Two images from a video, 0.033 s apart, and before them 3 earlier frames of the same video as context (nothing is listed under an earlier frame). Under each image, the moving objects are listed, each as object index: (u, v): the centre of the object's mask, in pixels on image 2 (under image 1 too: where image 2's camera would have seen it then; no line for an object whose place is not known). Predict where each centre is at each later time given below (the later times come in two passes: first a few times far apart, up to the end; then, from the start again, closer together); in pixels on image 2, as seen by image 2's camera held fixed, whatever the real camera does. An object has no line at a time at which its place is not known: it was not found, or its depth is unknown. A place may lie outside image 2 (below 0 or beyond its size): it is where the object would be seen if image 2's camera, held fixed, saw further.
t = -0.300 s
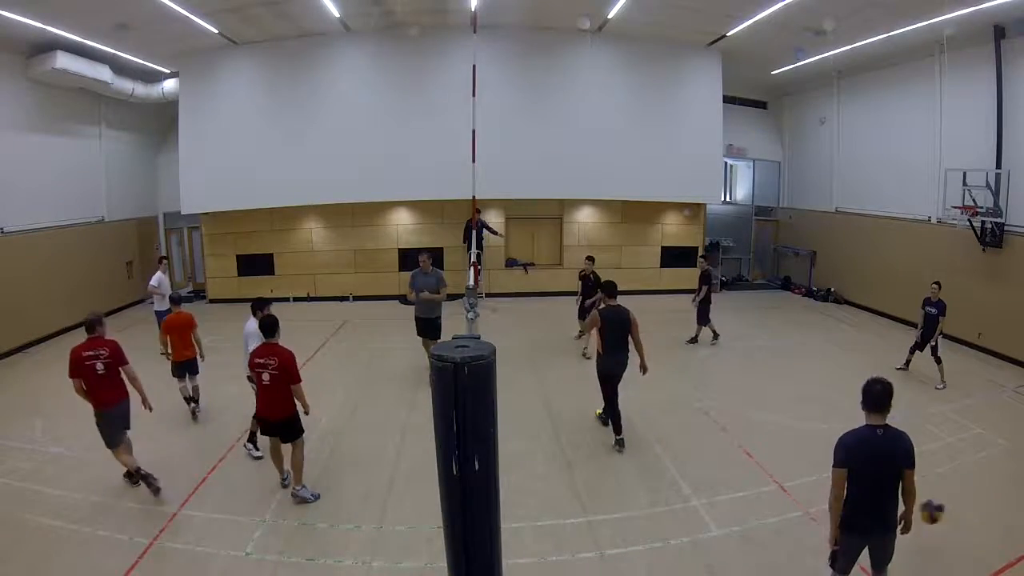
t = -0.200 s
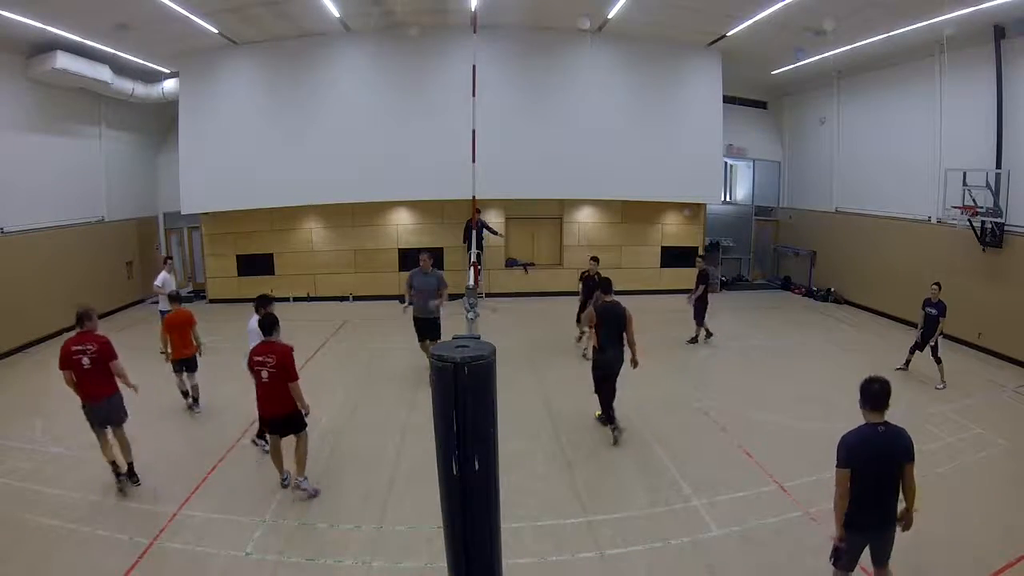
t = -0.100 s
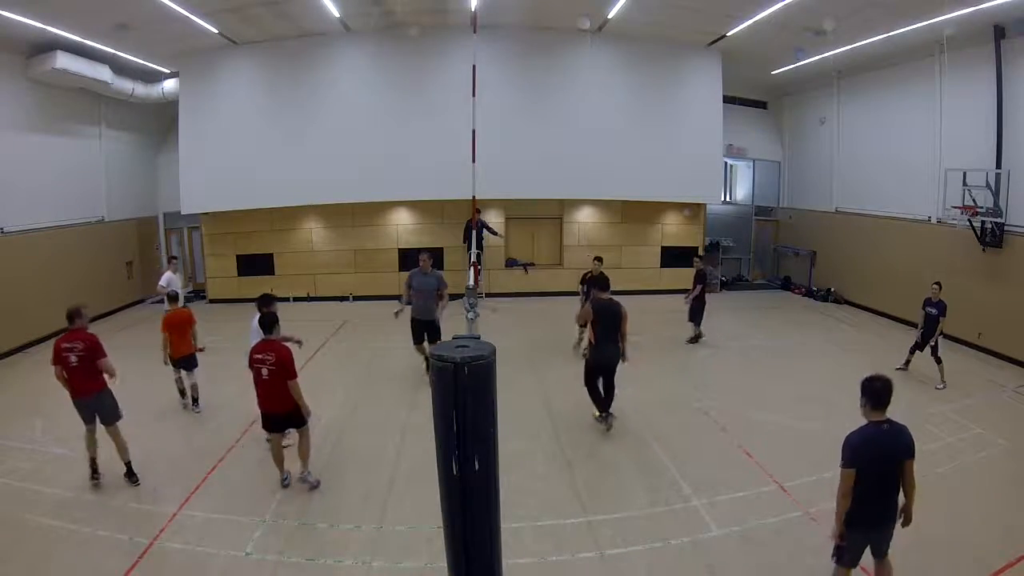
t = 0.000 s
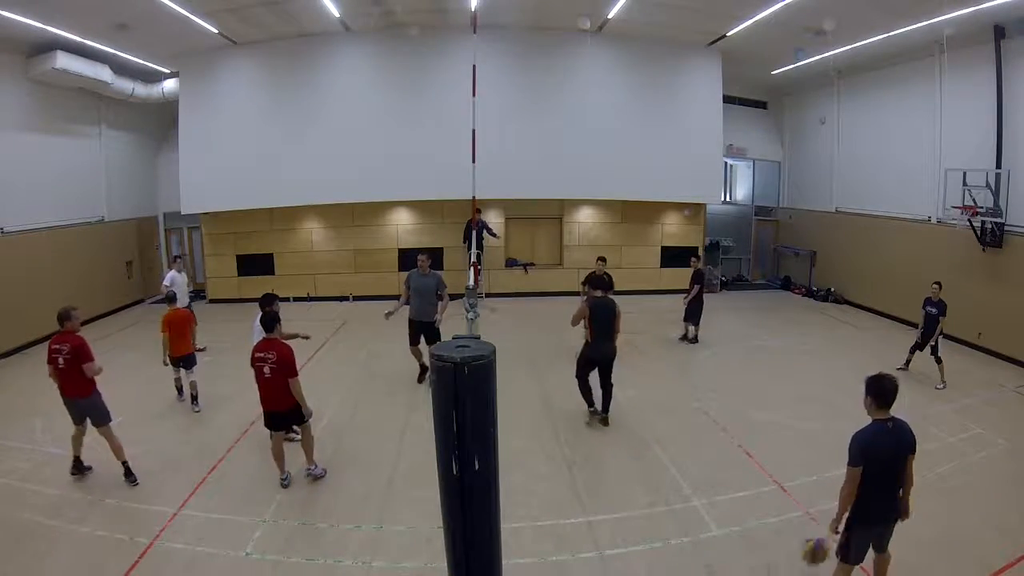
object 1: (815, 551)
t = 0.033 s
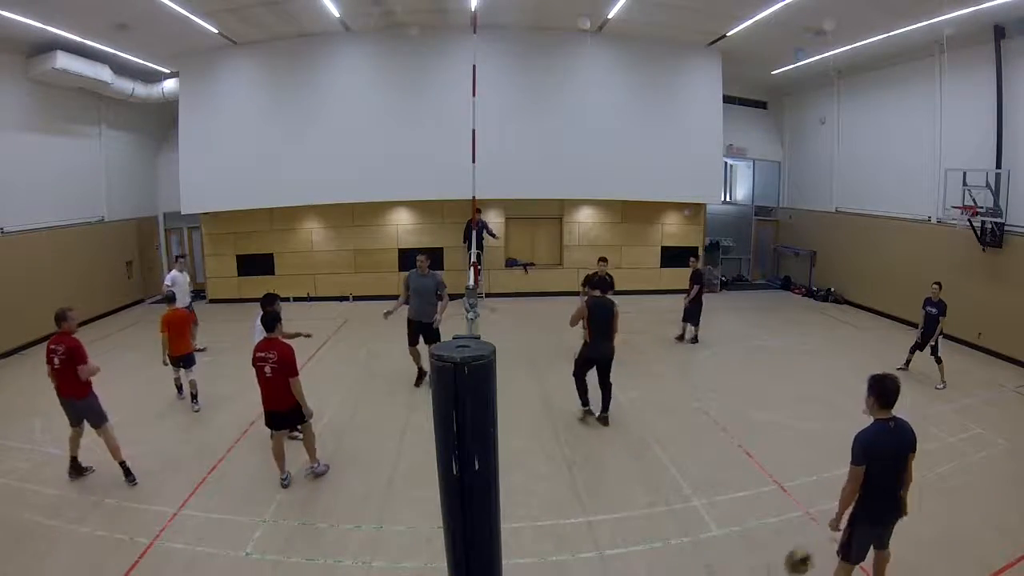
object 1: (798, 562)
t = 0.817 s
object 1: (414, 565)
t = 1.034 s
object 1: (321, 566)
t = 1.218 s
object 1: (251, 549)
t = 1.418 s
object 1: (189, 542)
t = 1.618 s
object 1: (136, 534)
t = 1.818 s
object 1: (88, 517)
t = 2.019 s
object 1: (50, 507)
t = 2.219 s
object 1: (16, 499)
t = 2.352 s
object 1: (3, 493)
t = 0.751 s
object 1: (440, 567)
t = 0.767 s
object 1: (436, 567)
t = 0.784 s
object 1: (431, 566)
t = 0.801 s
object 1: (423, 565)
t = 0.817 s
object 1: (414, 565)
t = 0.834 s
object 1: (408, 565)
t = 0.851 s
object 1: (400, 566)
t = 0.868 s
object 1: (392, 566)
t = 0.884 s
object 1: (385, 566)
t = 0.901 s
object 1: (377, 566)
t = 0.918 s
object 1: (371, 566)
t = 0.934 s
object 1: (363, 568)
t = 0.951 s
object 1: (359, 568)
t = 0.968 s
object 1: (349, 569)
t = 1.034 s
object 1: (321, 566)
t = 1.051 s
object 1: (315, 565)
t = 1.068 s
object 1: (308, 563)
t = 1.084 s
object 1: (301, 562)
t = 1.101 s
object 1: (294, 559)
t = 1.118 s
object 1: (287, 557)
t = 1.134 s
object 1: (281, 557)
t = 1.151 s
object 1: (275, 553)
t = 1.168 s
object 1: (268, 551)
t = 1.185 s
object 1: (261, 551)
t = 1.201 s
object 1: (256, 550)
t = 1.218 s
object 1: (251, 549)
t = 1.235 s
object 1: (246, 549)
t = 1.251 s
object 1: (240, 550)
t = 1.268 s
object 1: (235, 549)
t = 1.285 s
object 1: (230, 550)
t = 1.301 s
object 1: (225, 550)
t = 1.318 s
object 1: (222, 554)
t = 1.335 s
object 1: (217, 556)
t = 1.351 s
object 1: (212, 556)
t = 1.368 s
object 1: (206, 553)
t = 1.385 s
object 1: (201, 550)
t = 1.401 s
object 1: (194, 545)
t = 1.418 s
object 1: (189, 542)
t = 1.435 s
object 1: (183, 540)
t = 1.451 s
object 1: (178, 538)
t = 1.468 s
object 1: (173, 536)
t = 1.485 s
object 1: (168, 536)
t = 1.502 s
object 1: (164, 534)
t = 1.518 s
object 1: (159, 534)
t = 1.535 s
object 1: (155, 534)
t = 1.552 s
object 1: (150, 533)
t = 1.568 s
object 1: (147, 533)
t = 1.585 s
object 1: (145, 534)
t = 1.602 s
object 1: (140, 534)
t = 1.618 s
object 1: (136, 534)
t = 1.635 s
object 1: (133, 533)
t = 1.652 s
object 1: (128, 534)
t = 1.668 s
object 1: (123, 530)
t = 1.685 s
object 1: (118, 527)
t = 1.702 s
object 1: (114, 523)
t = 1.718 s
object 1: (110, 523)
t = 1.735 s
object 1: (106, 522)
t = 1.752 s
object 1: (102, 521)
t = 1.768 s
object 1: (99, 521)
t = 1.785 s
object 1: (94, 519)
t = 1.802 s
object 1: (91, 517)
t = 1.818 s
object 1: (88, 517)
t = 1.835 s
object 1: (85, 516)
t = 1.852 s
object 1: (82, 516)
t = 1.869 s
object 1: (80, 518)
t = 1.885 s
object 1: (77, 519)
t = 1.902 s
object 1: (73, 518)
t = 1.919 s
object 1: (70, 516)
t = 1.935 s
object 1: (67, 515)
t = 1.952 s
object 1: (63, 513)
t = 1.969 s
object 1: (59, 510)
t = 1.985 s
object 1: (56, 509)
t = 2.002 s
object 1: (52, 508)
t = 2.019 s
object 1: (50, 507)
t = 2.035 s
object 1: (47, 506)
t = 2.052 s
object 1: (44, 506)
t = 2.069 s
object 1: (42, 506)
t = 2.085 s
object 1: (39, 507)
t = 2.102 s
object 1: (36, 505)
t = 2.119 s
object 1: (33, 504)
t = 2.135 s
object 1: (30, 502)
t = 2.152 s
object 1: (28, 503)
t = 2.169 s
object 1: (25, 502)
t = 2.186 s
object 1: (22, 501)
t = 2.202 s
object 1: (19, 501)
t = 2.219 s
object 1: (16, 499)
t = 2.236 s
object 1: (15, 499)
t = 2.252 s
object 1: (11, 498)
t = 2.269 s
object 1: (9, 497)
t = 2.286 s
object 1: (7, 496)
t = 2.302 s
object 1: (6, 494)
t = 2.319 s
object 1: (5, 494)
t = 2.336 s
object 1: (4, 494)
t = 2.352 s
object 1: (3, 493)
